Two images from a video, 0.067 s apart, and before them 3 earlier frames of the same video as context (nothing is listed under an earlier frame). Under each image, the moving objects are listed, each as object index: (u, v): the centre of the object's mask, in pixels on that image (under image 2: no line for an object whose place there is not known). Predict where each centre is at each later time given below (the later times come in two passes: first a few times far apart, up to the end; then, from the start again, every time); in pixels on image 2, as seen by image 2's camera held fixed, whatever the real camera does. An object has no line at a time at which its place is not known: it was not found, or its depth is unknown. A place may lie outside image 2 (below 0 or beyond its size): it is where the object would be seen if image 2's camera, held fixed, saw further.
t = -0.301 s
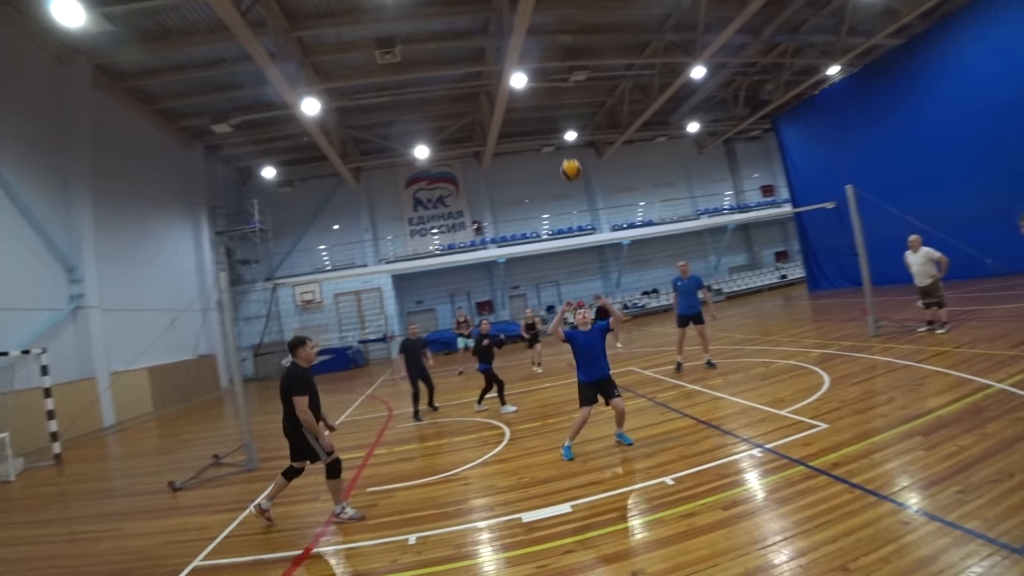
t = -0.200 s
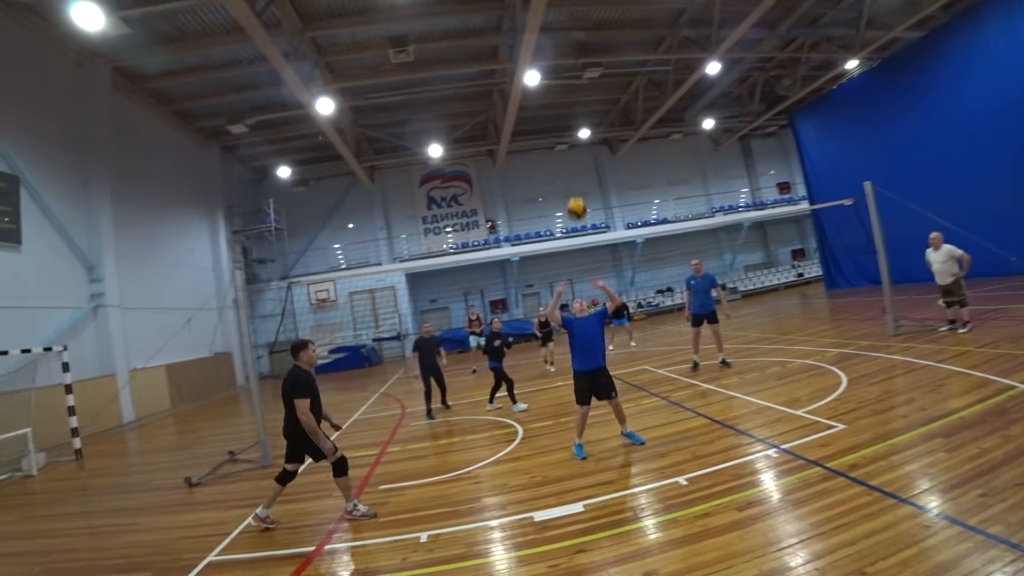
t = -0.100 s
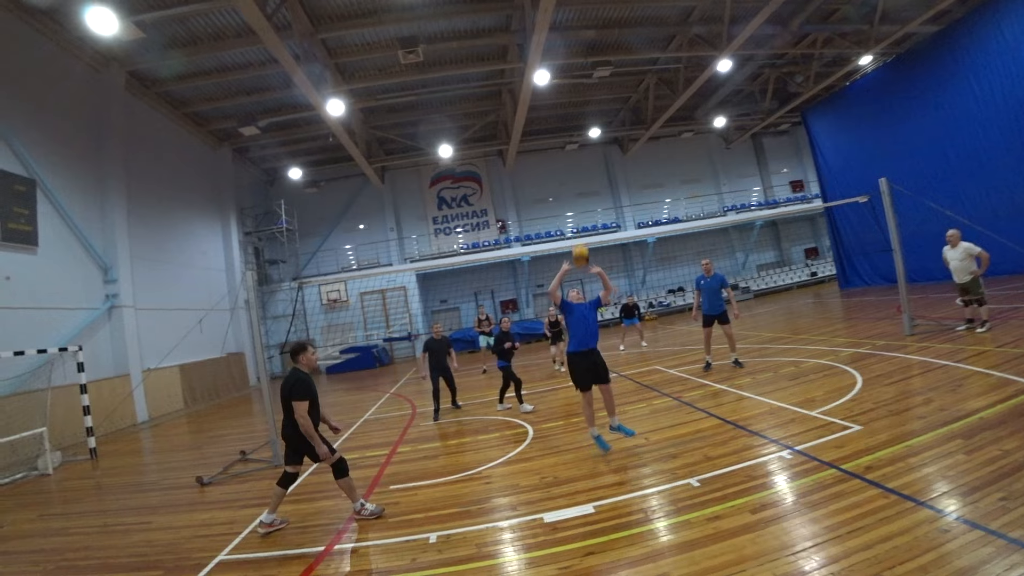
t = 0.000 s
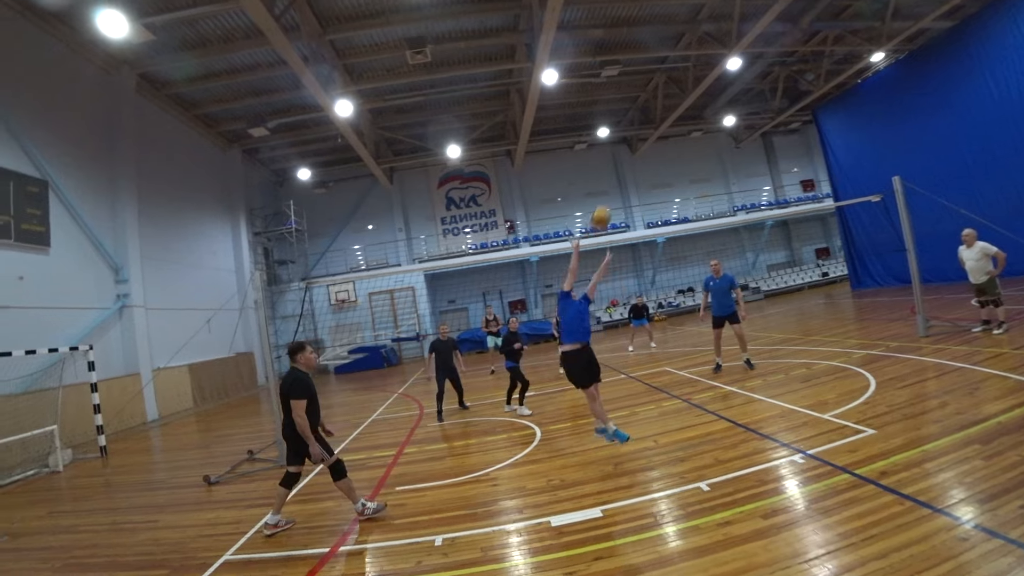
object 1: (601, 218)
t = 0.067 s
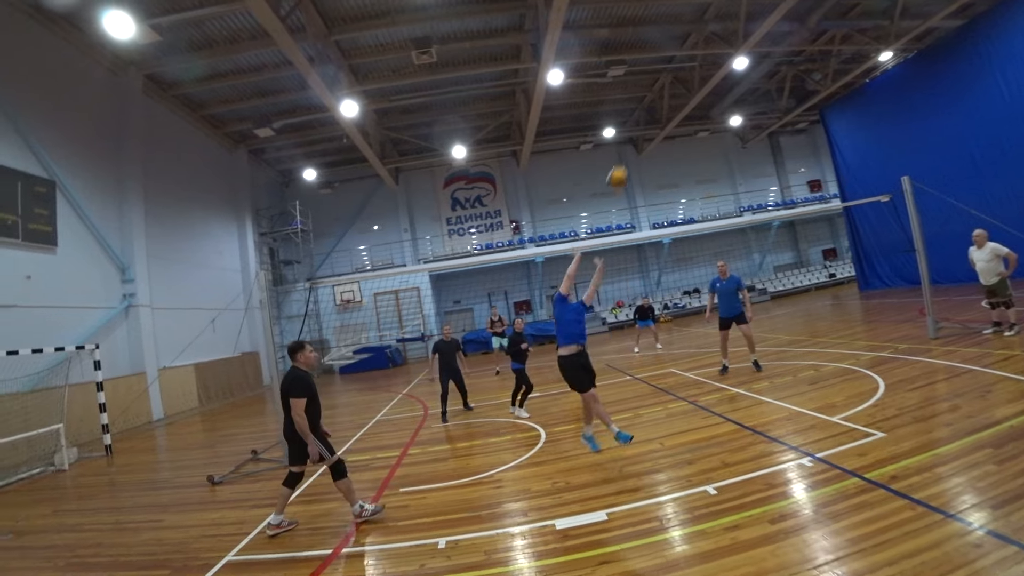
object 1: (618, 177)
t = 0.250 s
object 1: (653, 87)
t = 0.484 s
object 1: (709, 18)
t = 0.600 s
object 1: (741, 1)
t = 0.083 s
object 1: (620, 167)
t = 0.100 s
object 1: (624, 157)
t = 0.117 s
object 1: (627, 149)
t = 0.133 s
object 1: (631, 140)
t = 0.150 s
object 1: (634, 131)
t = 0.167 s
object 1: (636, 124)
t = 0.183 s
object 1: (640, 116)
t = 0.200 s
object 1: (643, 109)
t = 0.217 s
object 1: (646, 101)
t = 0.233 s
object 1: (650, 93)
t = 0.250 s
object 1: (653, 87)
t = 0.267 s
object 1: (656, 81)
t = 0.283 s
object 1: (660, 74)
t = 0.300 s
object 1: (664, 68)
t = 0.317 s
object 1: (668, 62)
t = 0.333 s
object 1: (671, 57)
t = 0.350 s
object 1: (675, 51)
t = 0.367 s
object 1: (679, 47)
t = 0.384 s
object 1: (683, 41)
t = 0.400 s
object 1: (687, 38)
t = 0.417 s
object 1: (692, 33)
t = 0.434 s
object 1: (696, 29)
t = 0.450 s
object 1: (700, 25)
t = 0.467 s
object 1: (704, 22)
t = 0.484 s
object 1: (709, 18)
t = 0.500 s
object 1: (713, 16)
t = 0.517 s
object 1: (718, 13)
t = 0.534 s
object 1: (722, 10)
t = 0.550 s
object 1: (726, 7)
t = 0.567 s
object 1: (731, 5)
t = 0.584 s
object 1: (736, 3)
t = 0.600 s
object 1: (741, 1)
